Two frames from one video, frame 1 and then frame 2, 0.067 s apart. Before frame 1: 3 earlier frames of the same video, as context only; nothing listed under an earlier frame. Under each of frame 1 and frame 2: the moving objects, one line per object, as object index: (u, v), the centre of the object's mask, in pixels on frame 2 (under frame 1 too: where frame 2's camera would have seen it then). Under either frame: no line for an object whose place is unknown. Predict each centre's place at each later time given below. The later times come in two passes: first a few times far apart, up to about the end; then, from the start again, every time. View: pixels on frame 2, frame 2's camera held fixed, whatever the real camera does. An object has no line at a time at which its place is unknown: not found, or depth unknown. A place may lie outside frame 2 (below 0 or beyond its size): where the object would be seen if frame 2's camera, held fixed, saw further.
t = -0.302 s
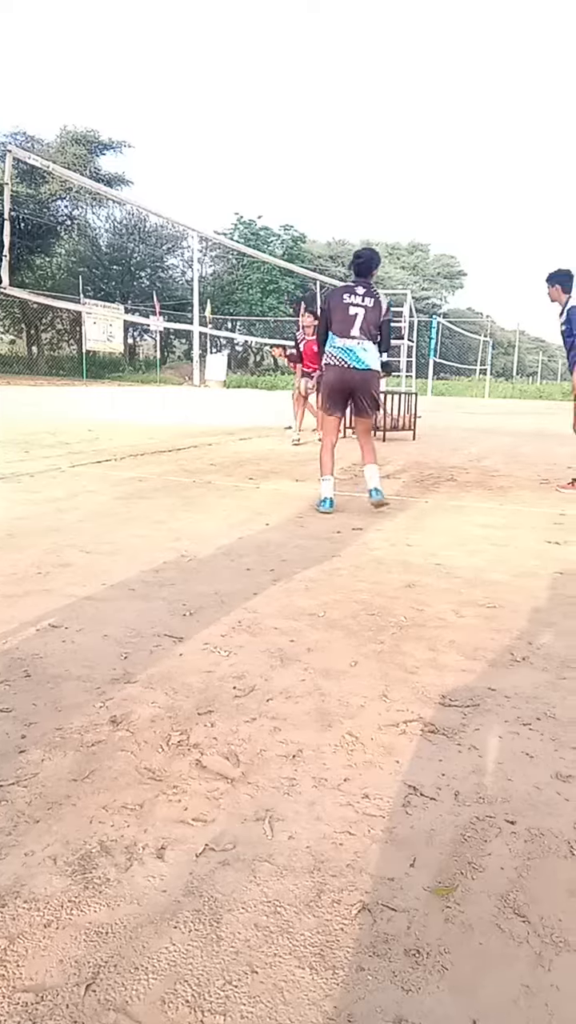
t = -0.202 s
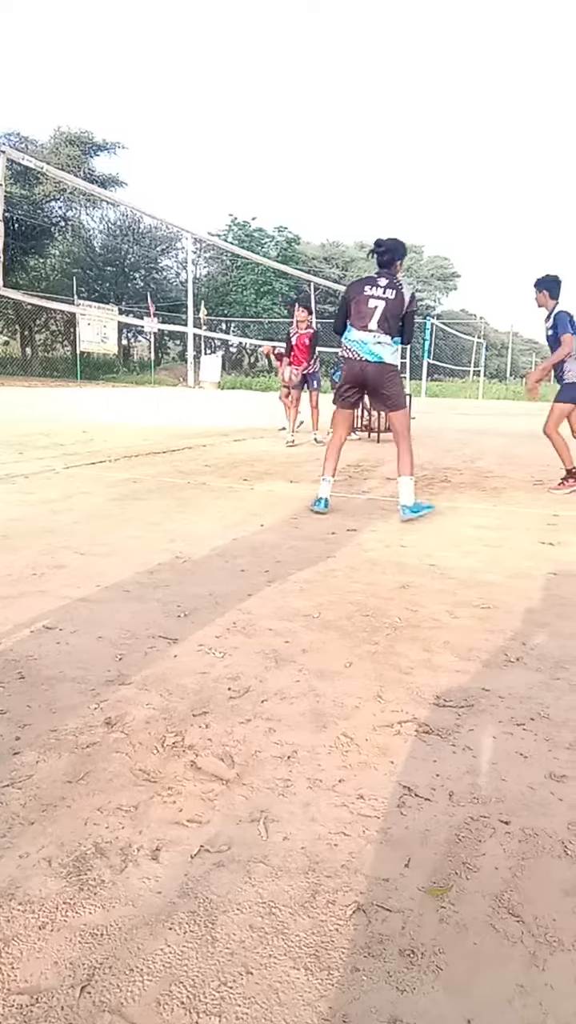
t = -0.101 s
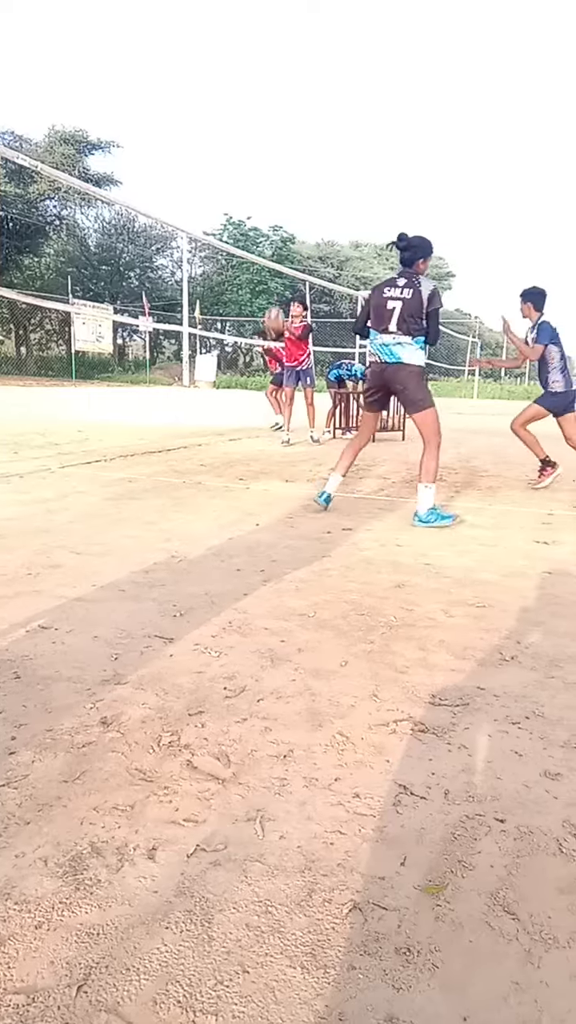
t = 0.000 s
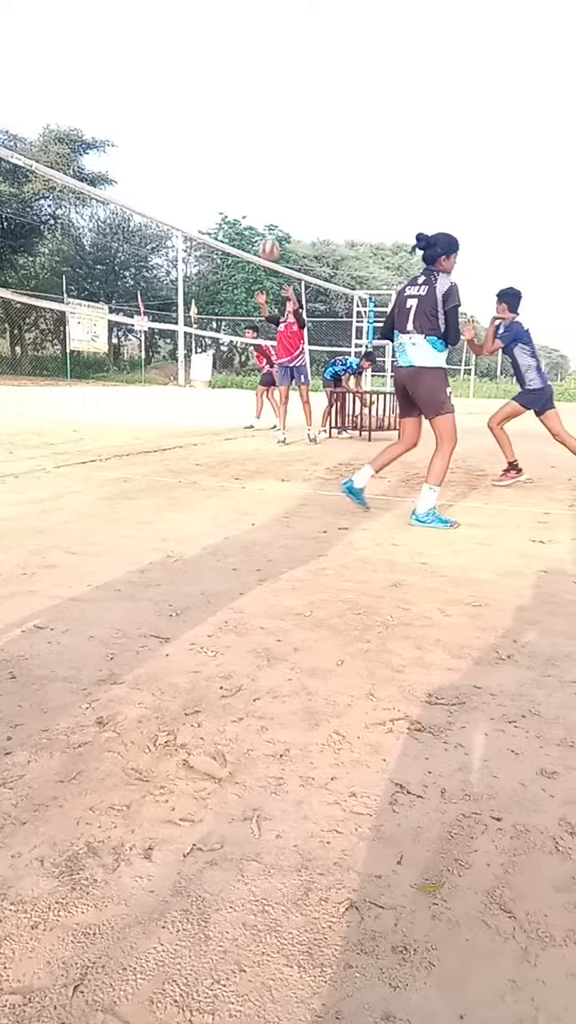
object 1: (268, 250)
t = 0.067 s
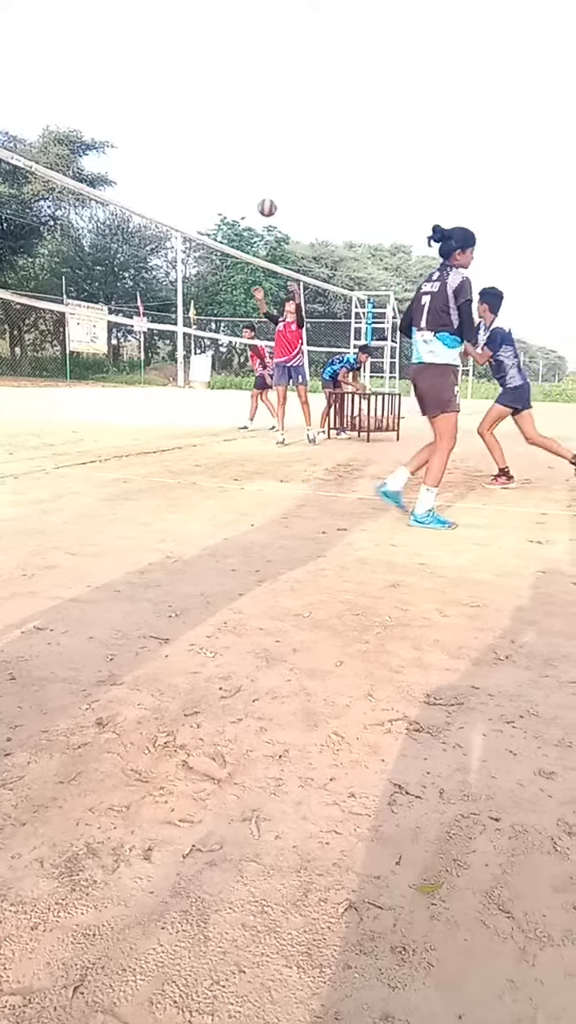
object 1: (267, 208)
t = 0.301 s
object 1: (264, 90)
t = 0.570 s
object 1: (256, 21)
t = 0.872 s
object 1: (247, 42)
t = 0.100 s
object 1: (267, 188)
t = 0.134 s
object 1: (266, 168)
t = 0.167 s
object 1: (265, 150)
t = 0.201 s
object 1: (265, 133)
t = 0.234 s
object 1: (264, 117)
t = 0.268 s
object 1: (264, 103)
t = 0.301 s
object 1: (264, 90)
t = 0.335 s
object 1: (263, 76)
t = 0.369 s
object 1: (262, 64)
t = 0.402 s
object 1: (261, 54)
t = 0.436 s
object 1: (260, 45)
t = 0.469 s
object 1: (259, 37)
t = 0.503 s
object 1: (258, 30)
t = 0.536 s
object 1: (257, 25)
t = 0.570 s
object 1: (256, 21)
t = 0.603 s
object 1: (255, 18)
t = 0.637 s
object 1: (254, 16)
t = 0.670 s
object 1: (253, 16)
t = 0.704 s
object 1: (252, 16)
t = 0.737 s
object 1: (251, 19)
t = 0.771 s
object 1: (250, 23)
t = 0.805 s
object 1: (249, 29)
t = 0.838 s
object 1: (248, 35)
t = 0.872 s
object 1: (247, 42)
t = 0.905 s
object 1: (246, 51)
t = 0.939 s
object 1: (245, 62)
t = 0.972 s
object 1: (244, 74)
